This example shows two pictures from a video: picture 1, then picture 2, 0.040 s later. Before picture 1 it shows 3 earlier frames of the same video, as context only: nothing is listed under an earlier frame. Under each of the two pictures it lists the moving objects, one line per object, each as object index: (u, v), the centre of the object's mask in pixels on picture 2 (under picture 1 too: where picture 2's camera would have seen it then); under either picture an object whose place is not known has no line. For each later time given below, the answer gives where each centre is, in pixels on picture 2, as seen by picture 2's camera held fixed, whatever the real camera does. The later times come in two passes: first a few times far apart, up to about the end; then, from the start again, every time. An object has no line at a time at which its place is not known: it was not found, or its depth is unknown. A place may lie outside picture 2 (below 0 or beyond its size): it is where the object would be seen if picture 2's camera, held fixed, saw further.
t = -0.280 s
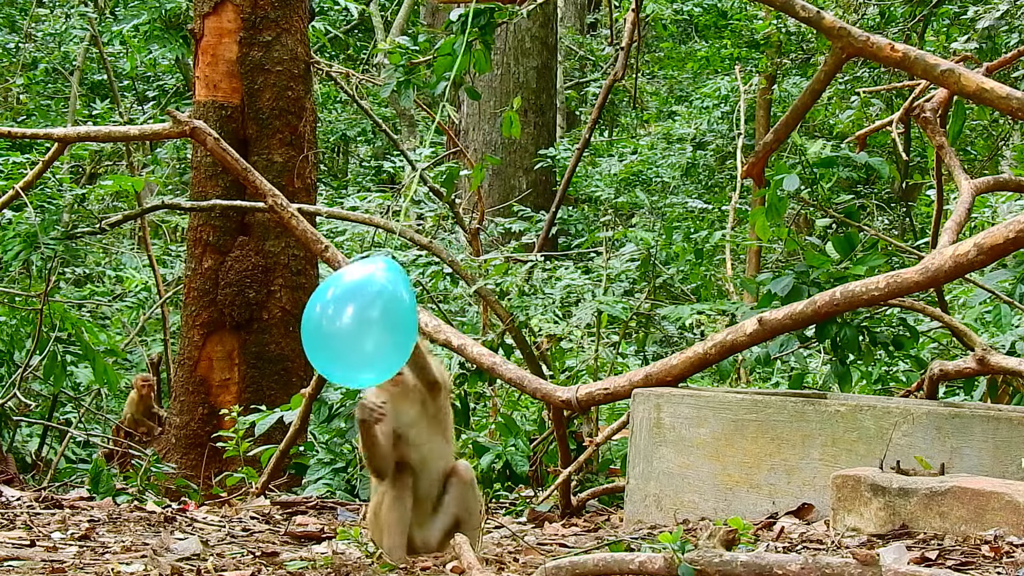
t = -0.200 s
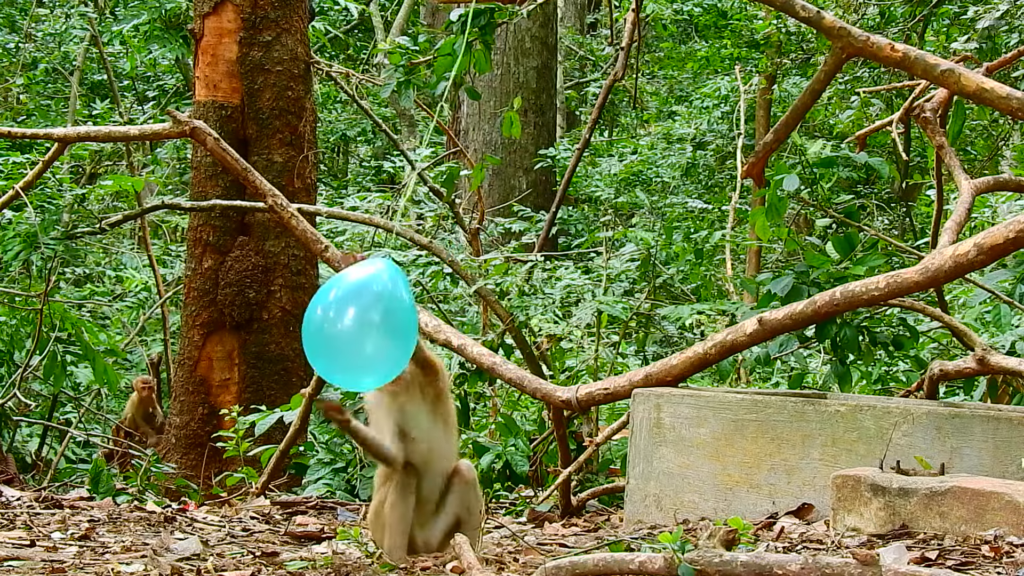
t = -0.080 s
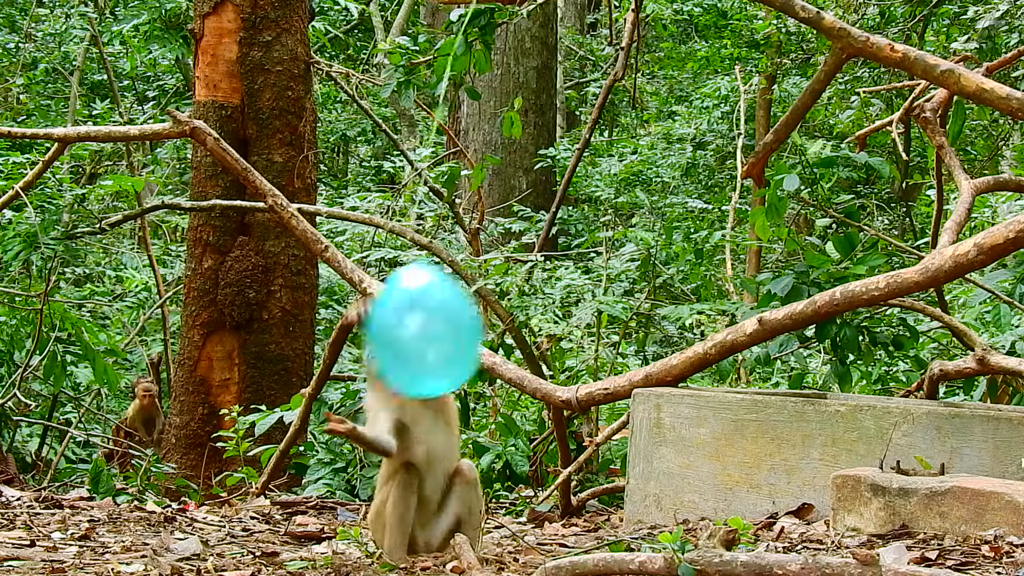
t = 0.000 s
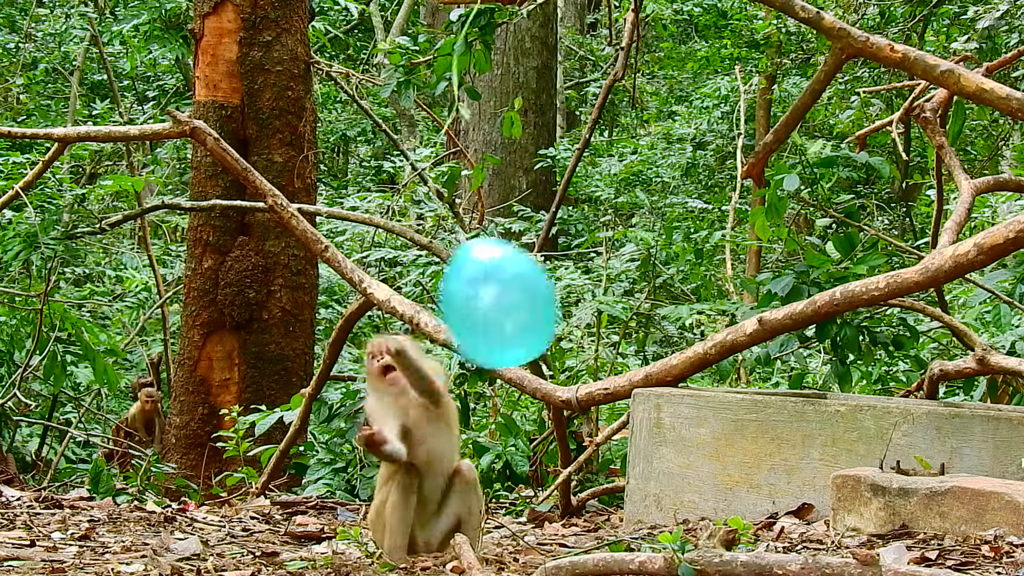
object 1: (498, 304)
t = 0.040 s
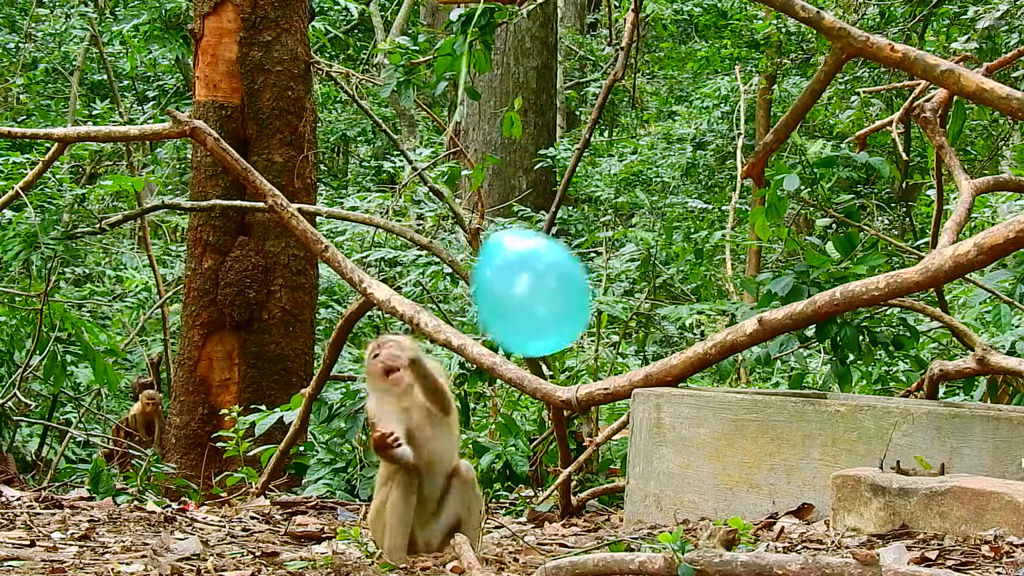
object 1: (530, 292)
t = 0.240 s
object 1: (640, 267)
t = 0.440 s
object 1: (680, 282)
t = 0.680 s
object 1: (659, 278)
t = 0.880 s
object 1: (626, 292)
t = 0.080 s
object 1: (559, 283)
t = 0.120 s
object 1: (585, 277)
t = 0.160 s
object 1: (606, 272)
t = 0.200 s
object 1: (624, 268)
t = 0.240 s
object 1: (640, 267)
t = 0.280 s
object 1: (652, 268)
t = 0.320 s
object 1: (662, 270)
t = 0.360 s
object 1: (670, 273)
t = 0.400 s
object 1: (676, 277)
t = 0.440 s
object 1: (680, 282)
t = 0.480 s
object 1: (682, 286)
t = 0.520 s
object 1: (680, 286)
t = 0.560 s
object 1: (675, 282)
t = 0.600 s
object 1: (670, 280)
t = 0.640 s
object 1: (665, 278)
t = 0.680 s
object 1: (659, 278)
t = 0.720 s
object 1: (652, 279)
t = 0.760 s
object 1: (646, 281)
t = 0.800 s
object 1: (639, 284)
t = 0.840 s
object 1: (633, 288)
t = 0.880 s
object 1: (626, 292)
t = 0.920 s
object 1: (618, 297)
